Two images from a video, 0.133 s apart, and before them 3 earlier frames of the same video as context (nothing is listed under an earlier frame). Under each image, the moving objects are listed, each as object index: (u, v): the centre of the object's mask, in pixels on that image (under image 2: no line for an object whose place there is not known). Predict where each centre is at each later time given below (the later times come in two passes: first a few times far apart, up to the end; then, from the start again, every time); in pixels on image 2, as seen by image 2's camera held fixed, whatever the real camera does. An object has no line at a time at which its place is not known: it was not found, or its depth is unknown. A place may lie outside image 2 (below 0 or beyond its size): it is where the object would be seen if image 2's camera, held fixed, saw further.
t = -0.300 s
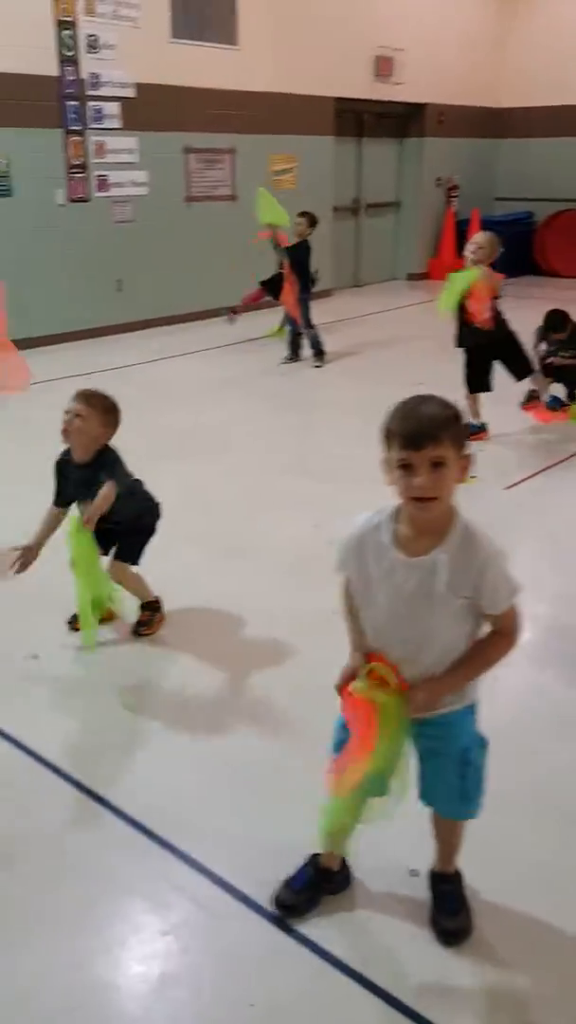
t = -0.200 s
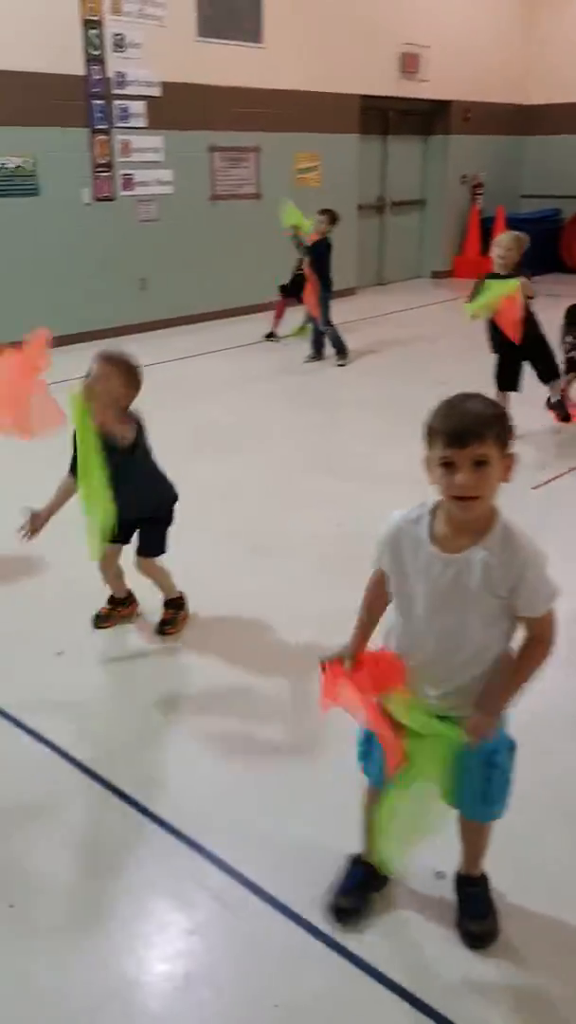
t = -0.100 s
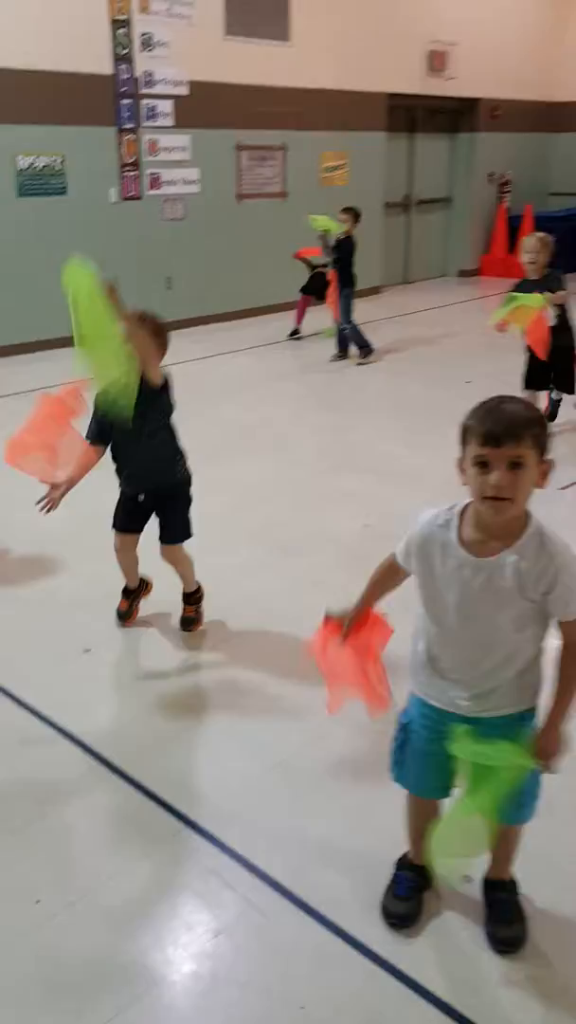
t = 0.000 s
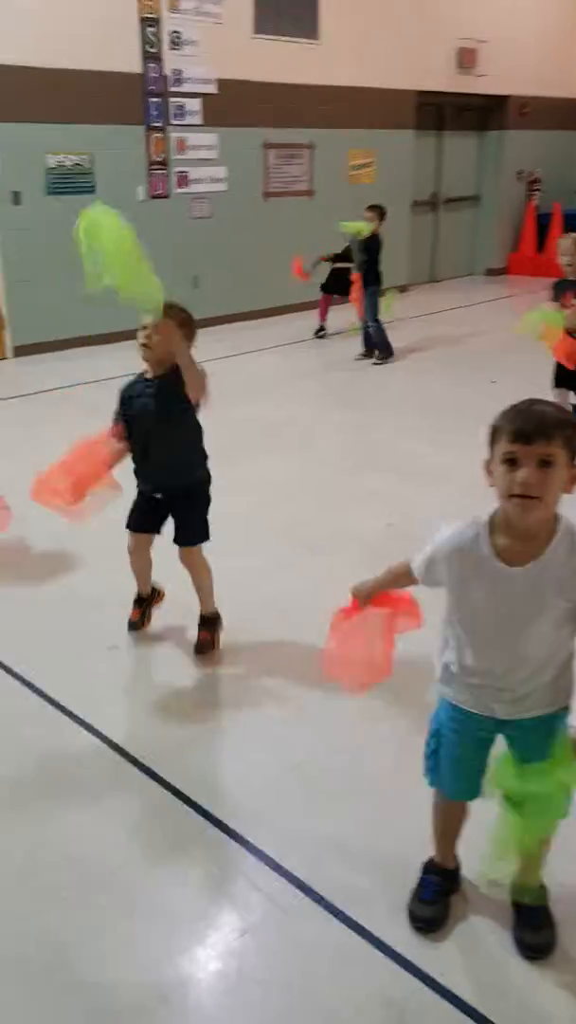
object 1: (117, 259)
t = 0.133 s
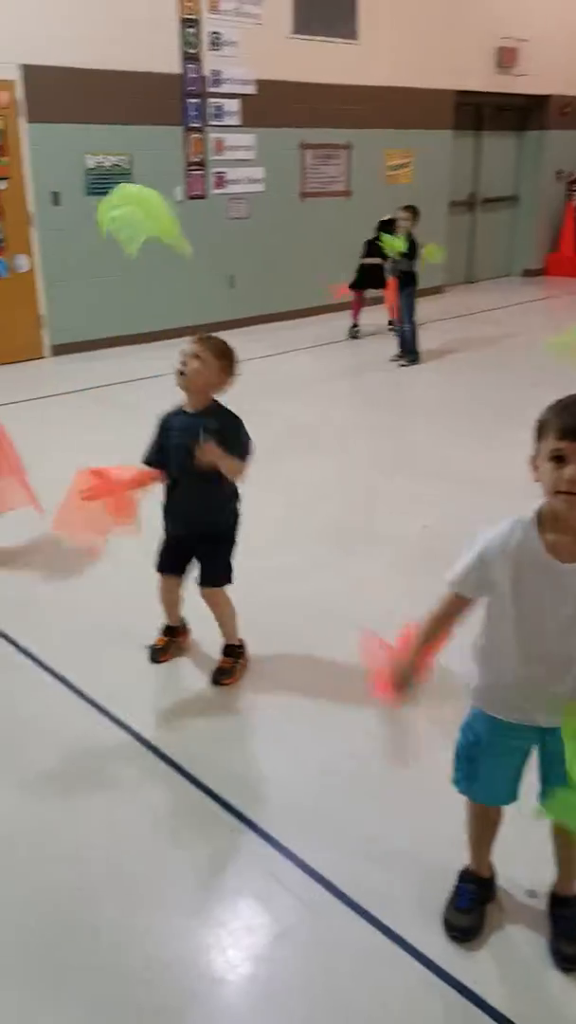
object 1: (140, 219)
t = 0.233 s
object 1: (135, 215)
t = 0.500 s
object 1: (110, 255)
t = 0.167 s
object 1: (138, 216)
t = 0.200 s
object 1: (137, 214)
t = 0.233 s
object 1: (135, 215)
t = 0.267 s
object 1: (132, 216)
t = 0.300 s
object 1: (129, 219)
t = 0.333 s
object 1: (124, 224)
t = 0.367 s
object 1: (118, 230)
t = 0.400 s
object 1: (115, 235)
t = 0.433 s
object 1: (113, 242)
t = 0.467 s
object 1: (111, 247)
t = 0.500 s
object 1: (110, 255)
